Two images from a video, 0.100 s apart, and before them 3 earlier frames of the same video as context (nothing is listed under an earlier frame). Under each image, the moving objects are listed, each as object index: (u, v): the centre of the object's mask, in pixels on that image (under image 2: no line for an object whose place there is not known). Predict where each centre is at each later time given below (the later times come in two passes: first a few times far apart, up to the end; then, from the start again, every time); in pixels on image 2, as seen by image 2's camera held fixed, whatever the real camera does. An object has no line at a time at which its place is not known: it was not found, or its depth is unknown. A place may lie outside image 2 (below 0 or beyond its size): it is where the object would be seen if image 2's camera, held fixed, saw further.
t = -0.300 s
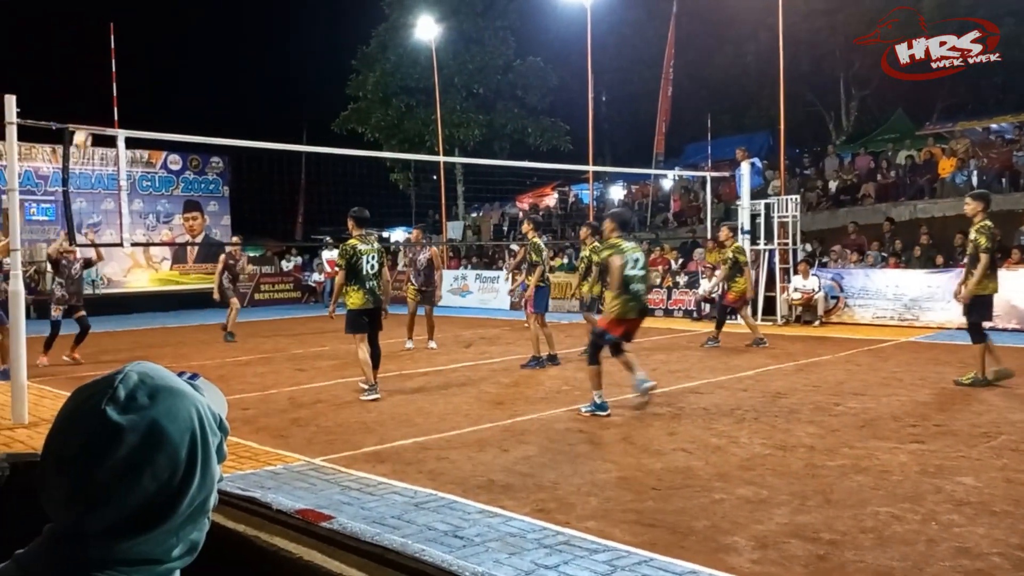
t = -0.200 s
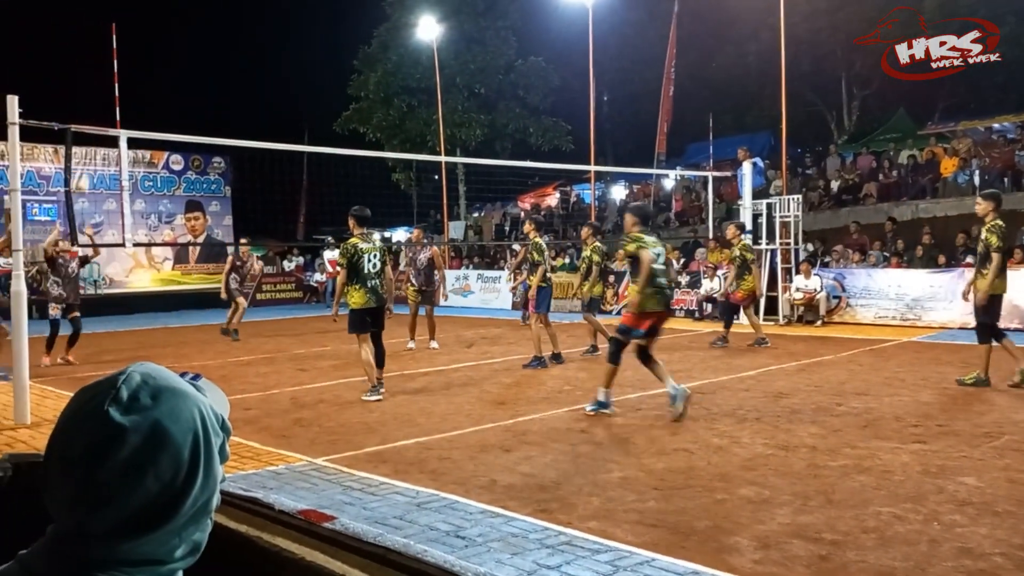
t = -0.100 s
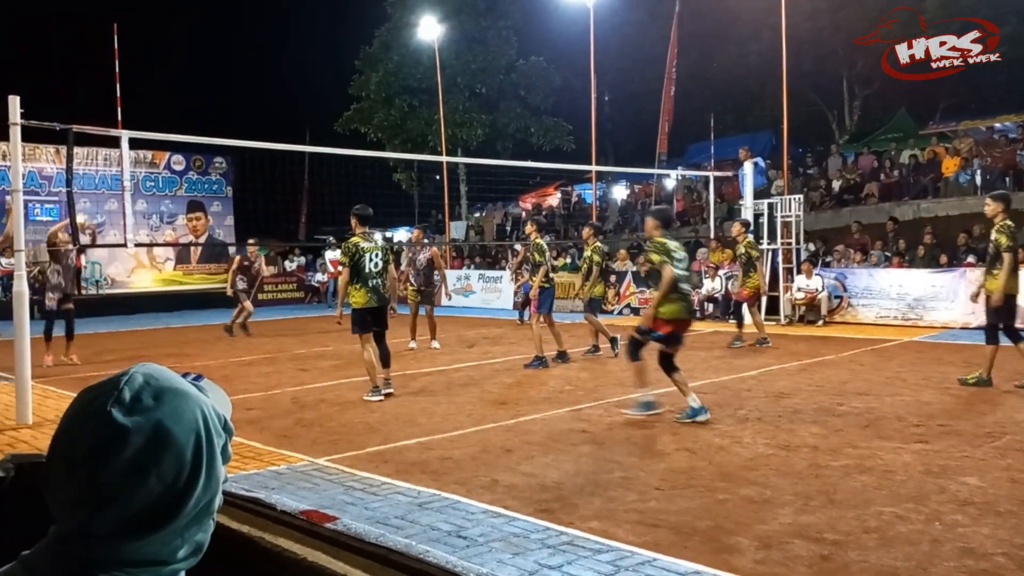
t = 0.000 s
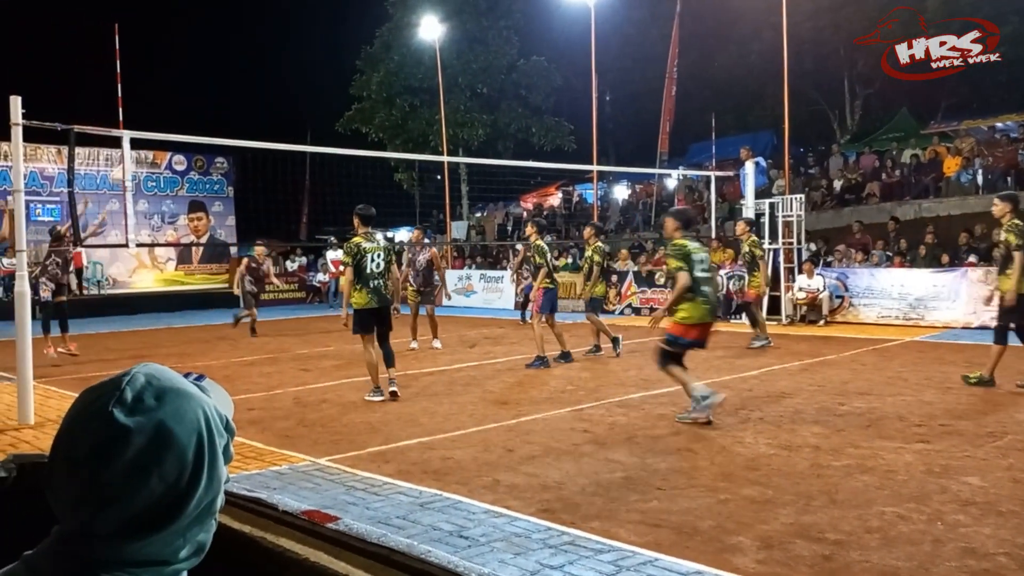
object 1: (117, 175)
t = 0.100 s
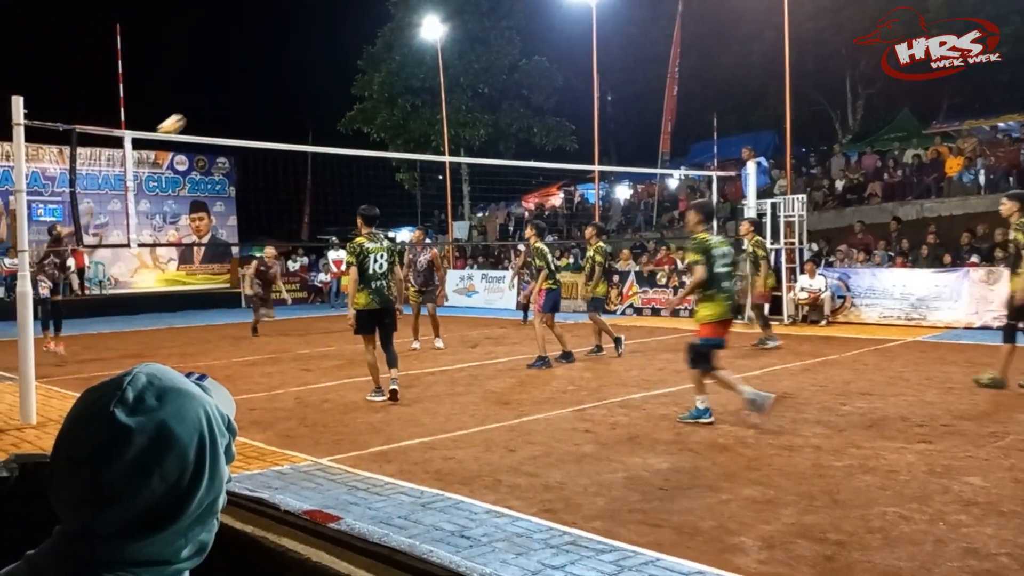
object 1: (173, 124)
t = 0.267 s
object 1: (245, 70)
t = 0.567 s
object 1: (368, 29)
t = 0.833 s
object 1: (466, 47)
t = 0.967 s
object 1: (511, 75)
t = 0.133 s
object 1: (186, 113)
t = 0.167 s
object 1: (201, 100)
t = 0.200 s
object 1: (216, 90)
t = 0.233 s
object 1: (231, 79)
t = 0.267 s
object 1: (245, 70)
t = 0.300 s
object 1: (259, 62)
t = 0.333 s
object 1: (273, 54)
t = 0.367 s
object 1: (287, 48)
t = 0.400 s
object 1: (301, 42)
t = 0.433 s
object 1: (315, 38)
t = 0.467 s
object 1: (328, 34)
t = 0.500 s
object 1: (342, 32)
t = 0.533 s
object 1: (355, 30)
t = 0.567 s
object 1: (368, 29)
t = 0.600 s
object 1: (381, 28)
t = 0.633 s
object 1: (394, 29)
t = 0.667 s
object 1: (406, 31)
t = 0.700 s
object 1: (415, 32)
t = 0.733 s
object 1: (424, 33)
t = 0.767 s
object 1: (447, 40)
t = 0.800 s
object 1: (454, 42)
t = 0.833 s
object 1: (466, 47)
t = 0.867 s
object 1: (478, 54)
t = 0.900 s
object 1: (489, 60)
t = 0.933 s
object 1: (501, 67)
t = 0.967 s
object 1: (511, 75)
